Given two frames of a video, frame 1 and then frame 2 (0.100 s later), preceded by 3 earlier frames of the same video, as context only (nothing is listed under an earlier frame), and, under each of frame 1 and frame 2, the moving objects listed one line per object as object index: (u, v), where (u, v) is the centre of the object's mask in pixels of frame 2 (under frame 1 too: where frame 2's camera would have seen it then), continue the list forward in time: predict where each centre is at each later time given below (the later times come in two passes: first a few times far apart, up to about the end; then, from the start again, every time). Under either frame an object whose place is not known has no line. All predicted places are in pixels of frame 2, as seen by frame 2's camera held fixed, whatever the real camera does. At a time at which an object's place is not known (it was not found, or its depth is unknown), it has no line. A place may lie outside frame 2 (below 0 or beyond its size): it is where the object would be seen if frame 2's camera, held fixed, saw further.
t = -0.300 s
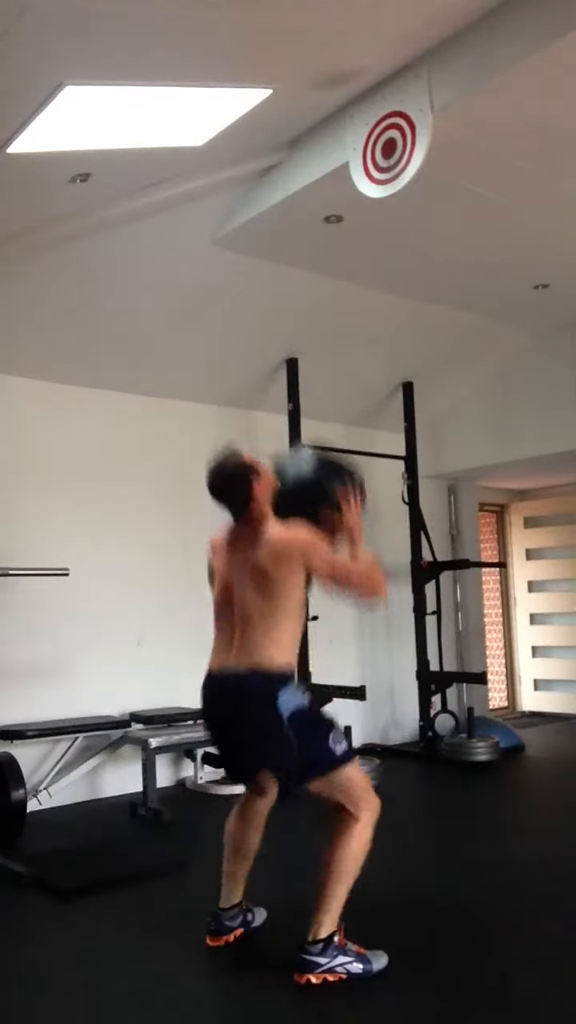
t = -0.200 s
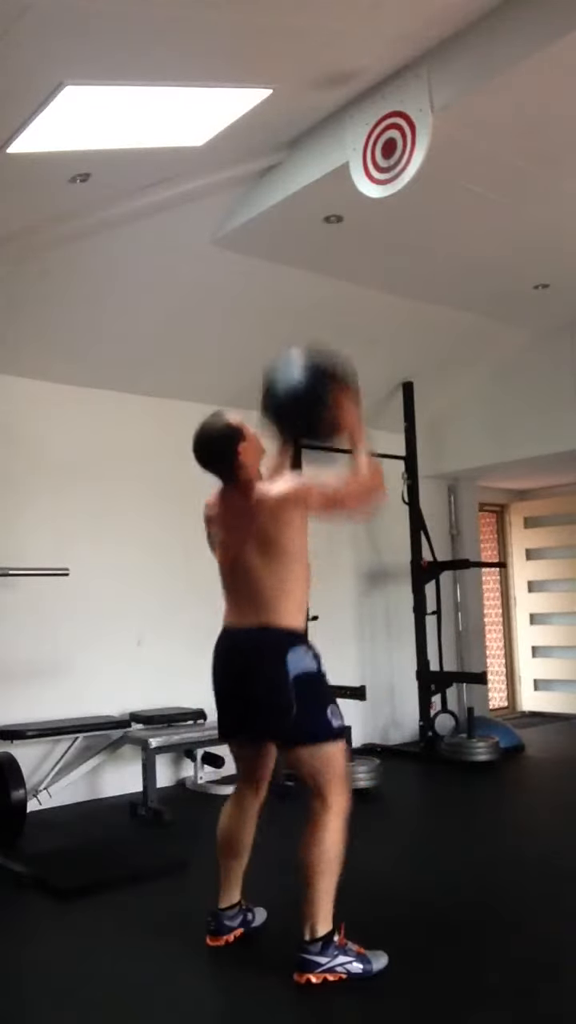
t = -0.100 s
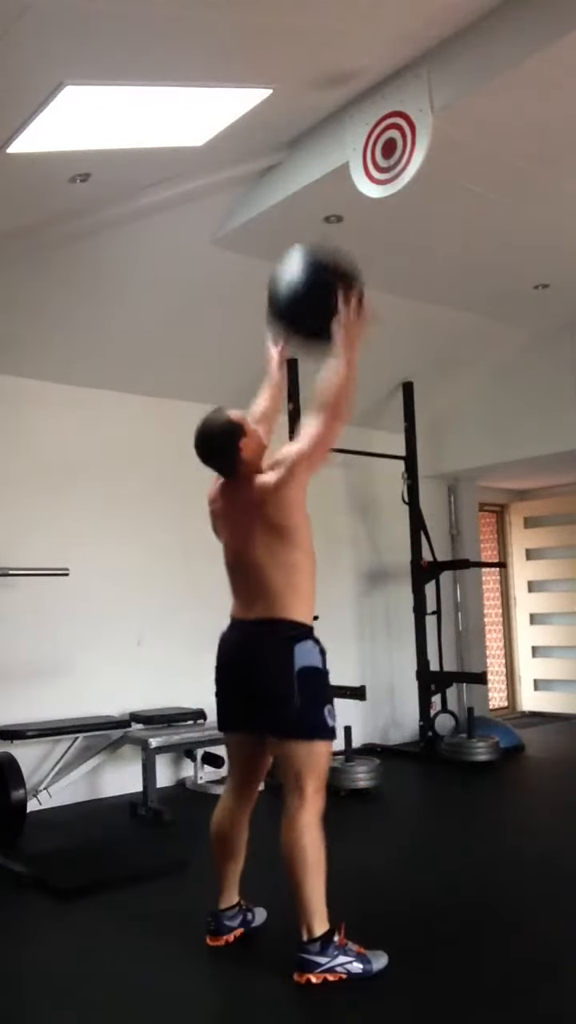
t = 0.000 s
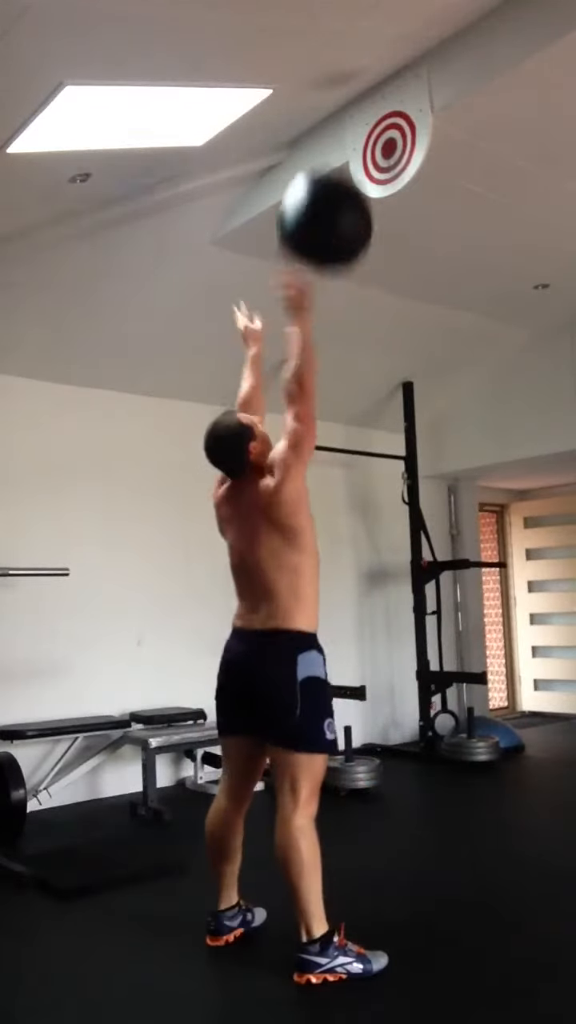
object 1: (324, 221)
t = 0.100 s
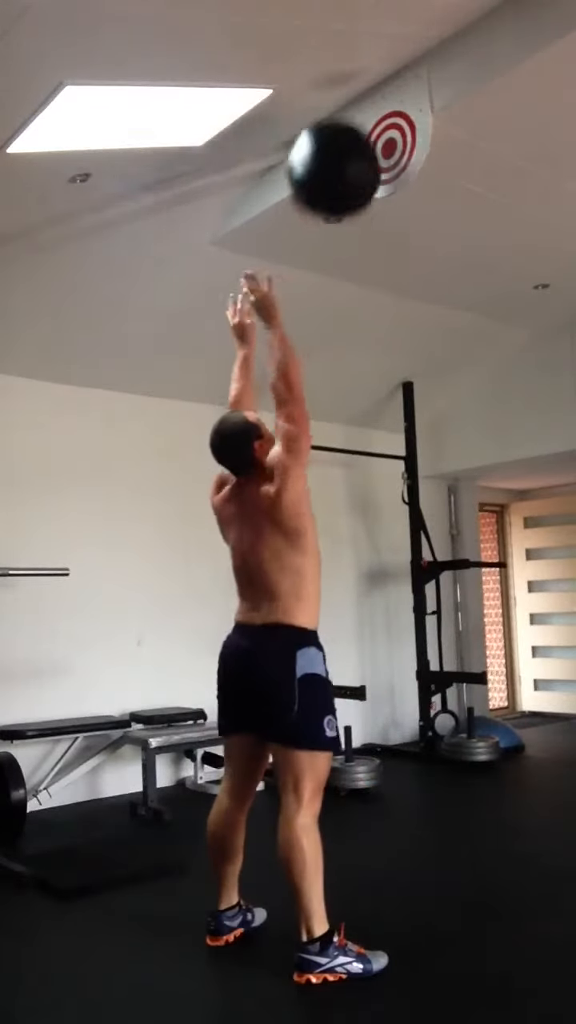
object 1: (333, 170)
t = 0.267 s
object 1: (351, 140)
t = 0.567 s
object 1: (355, 217)
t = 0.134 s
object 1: (336, 159)
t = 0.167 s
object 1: (340, 150)
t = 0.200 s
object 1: (342, 143)
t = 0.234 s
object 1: (349, 141)
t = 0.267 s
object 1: (351, 140)
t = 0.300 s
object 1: (357, 142)
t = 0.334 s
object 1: (359, 145)
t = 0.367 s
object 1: (363, 152)
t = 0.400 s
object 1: (364, 158)
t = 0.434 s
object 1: (361, 166)
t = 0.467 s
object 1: (360, 175)
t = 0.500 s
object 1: (358, 186)
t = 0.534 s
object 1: (356, 200)
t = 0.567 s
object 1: (355, 217)
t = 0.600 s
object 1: (353, 237)
